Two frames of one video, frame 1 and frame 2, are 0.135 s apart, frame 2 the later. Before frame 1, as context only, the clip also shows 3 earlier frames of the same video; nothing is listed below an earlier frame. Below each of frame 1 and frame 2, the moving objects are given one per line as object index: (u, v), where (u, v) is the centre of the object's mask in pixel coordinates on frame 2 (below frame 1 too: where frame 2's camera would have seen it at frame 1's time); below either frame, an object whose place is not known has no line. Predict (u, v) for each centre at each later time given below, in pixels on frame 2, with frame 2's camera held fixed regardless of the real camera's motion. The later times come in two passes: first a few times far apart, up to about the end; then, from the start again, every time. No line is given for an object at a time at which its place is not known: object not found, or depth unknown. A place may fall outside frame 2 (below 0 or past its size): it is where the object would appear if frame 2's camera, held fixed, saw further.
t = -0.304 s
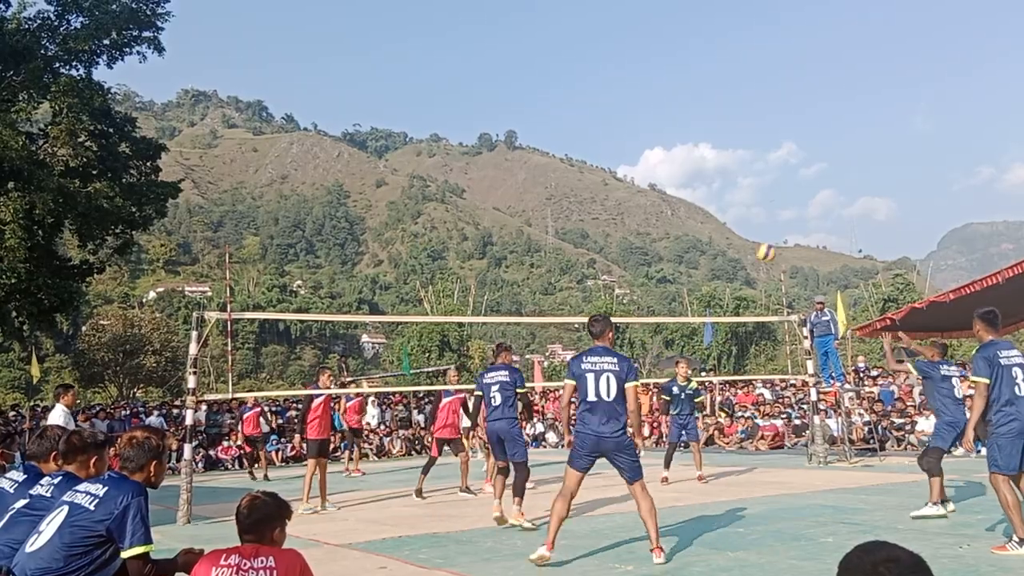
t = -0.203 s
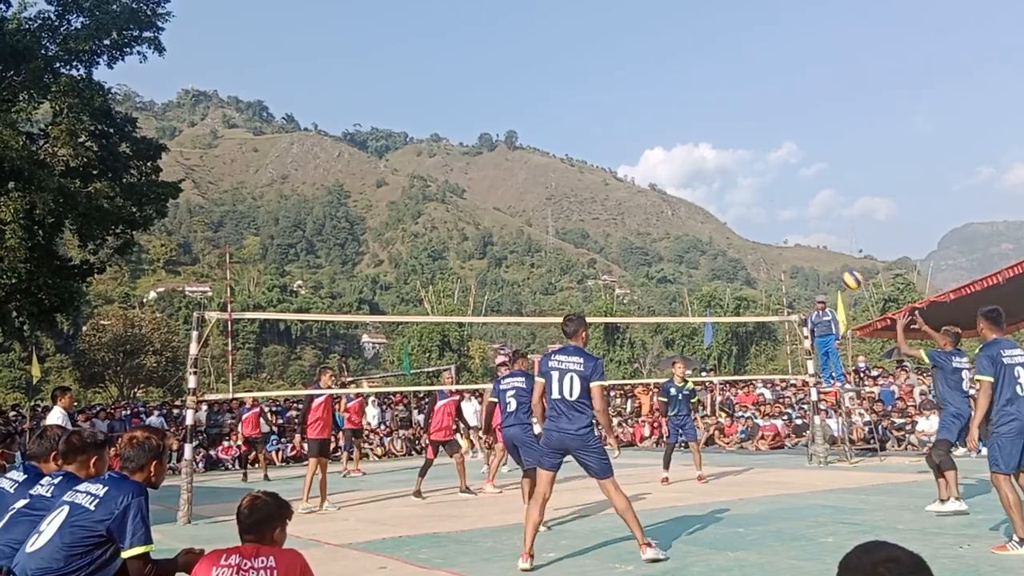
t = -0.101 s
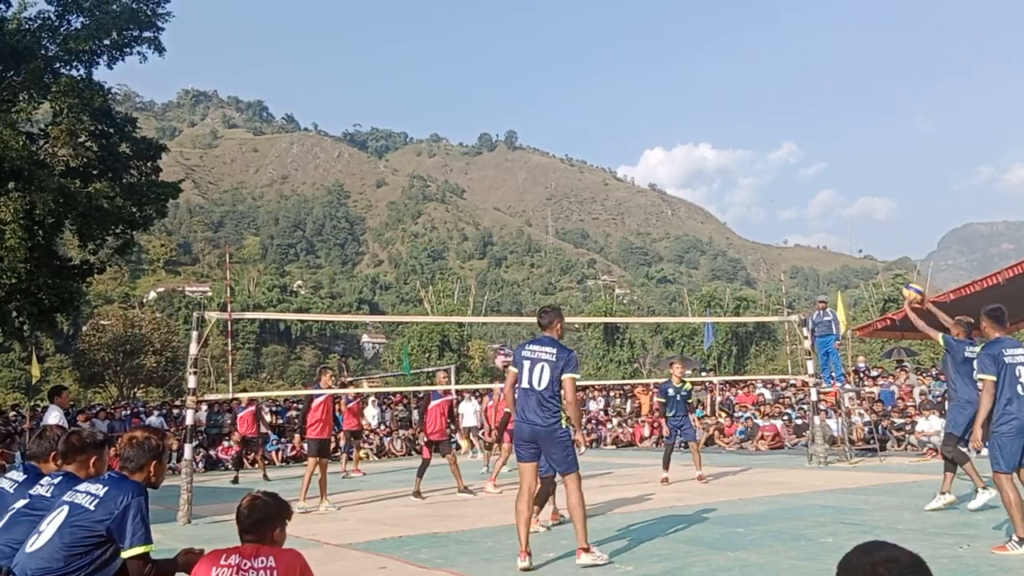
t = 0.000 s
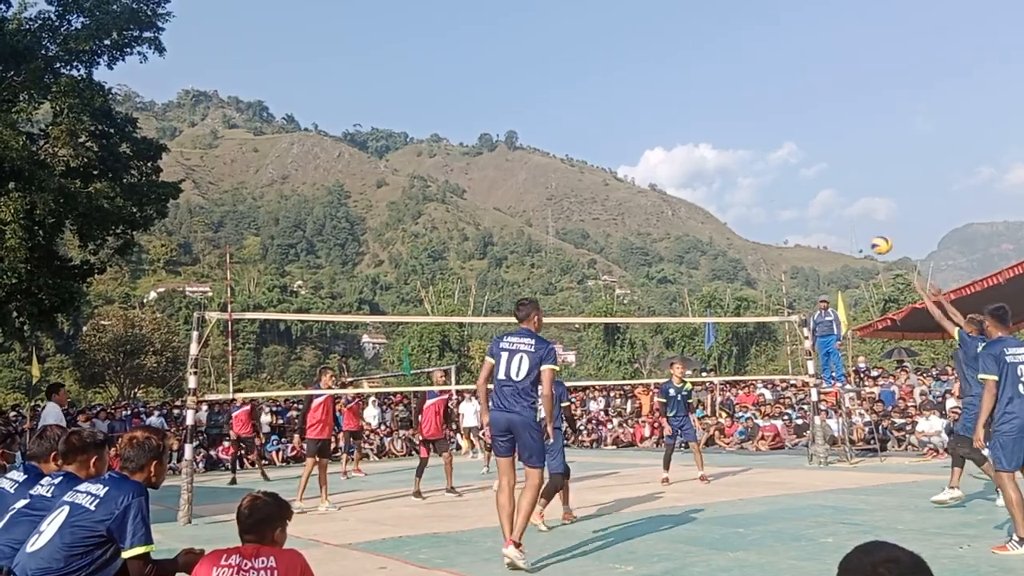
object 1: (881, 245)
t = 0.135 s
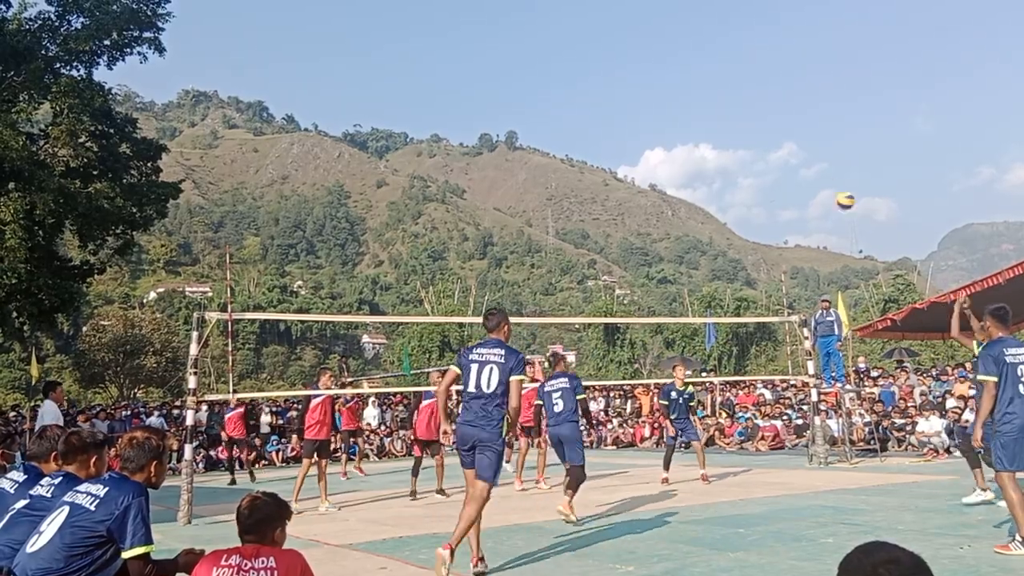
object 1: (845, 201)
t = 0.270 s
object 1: (813, 176)
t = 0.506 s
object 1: (768, 174)
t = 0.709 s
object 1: (737, 202)
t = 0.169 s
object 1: (836, 193)
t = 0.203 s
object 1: (828, 187)
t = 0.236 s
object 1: (820, 181)
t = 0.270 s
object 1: (813, 176)
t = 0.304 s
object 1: (806, 174)
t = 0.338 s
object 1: (800, 172)
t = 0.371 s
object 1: (793, 170)
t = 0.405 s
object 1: (786, 170)
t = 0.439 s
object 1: (780, 170)
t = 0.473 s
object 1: (774, 172)
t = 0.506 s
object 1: (768, 174)
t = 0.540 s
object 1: (762, 177)
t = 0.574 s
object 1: (757, 180)
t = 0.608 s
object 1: (751, 185)
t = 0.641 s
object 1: (746, 190)
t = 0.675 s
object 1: (742, 195)
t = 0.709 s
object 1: (737, 202)
